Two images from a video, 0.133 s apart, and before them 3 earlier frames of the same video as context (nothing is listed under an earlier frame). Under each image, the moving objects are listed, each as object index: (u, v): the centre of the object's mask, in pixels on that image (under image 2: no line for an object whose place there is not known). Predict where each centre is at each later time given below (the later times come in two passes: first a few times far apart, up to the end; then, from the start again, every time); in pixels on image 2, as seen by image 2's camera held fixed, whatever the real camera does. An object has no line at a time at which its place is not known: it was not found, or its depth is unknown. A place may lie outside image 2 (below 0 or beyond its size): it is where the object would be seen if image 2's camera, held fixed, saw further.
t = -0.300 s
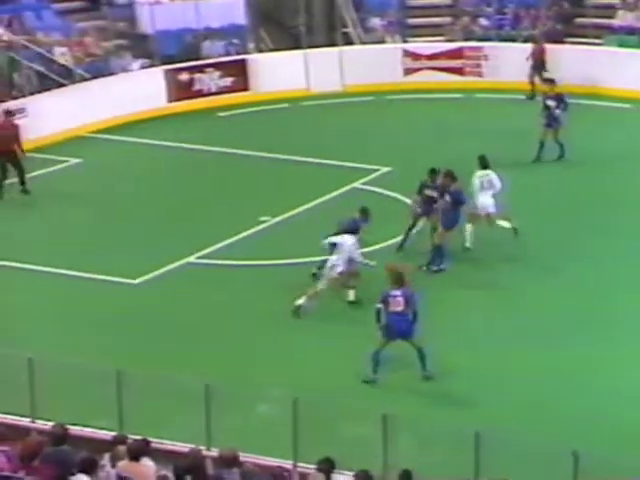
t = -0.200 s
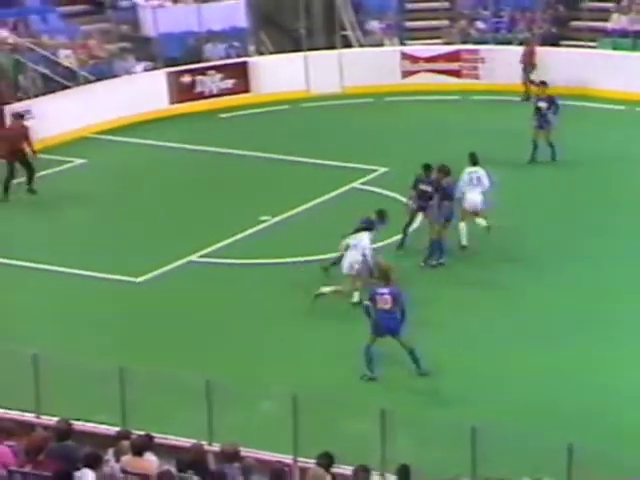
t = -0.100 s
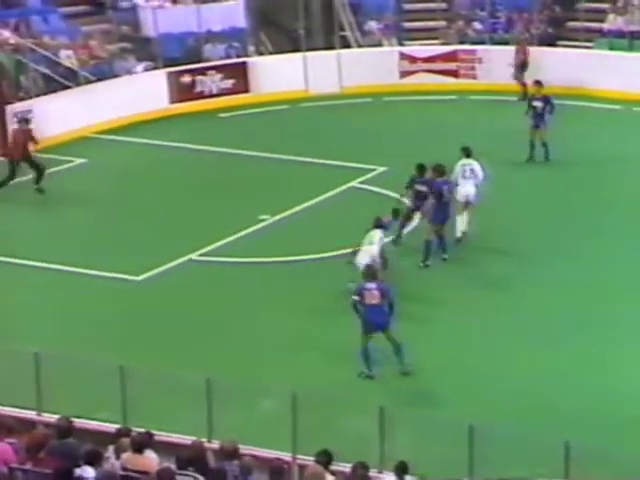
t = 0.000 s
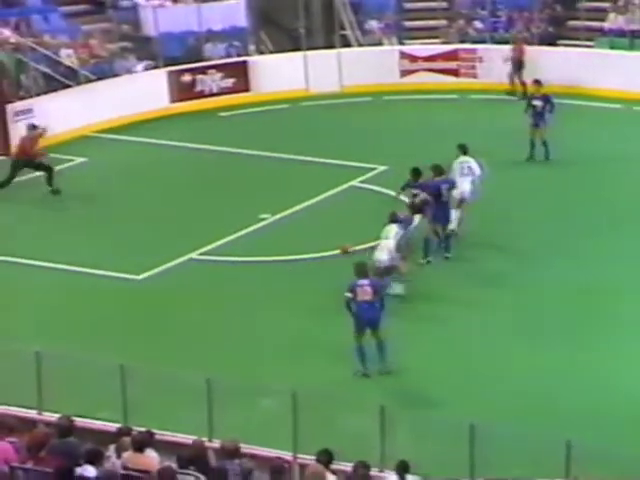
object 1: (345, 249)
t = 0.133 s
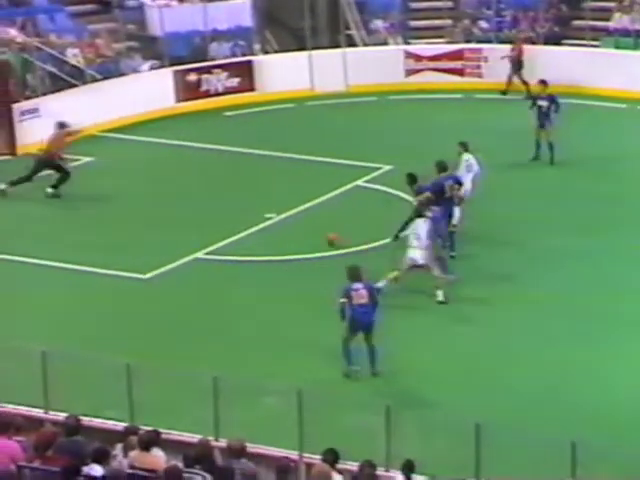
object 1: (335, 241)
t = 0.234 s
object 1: (320, 235)
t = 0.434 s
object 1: (291, 225)
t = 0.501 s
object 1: (287, 222)
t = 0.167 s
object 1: (329, 238)
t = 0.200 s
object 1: (325, 236)
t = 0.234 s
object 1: (320, 235)
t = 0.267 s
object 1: (314, 234)
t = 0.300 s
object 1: (311, 233)
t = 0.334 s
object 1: (308, 232)
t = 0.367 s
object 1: (304, 230)
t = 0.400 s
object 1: (295, 226)
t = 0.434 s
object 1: (291, 225)
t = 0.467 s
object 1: (289, 223)
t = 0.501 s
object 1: (287, 222)
